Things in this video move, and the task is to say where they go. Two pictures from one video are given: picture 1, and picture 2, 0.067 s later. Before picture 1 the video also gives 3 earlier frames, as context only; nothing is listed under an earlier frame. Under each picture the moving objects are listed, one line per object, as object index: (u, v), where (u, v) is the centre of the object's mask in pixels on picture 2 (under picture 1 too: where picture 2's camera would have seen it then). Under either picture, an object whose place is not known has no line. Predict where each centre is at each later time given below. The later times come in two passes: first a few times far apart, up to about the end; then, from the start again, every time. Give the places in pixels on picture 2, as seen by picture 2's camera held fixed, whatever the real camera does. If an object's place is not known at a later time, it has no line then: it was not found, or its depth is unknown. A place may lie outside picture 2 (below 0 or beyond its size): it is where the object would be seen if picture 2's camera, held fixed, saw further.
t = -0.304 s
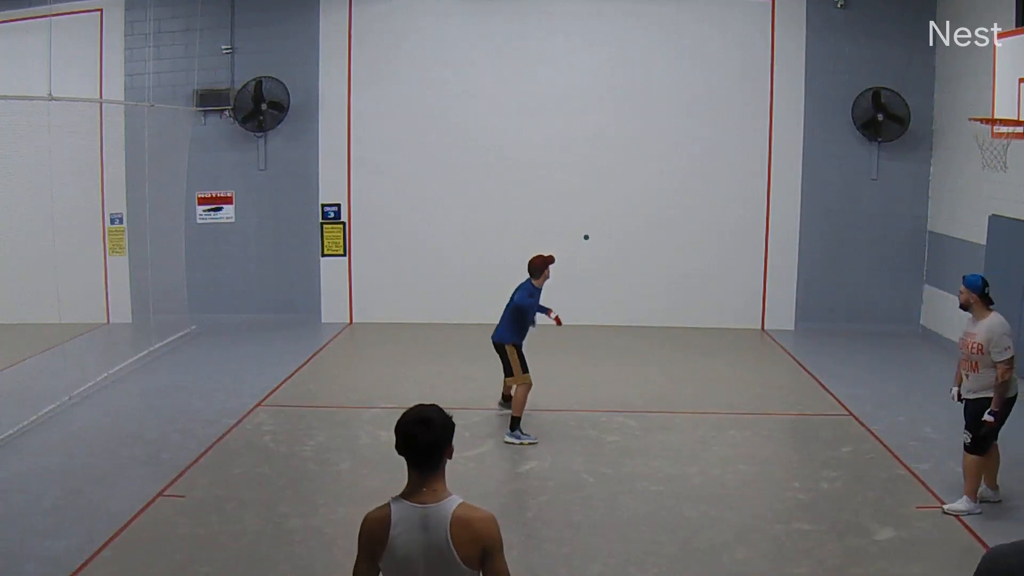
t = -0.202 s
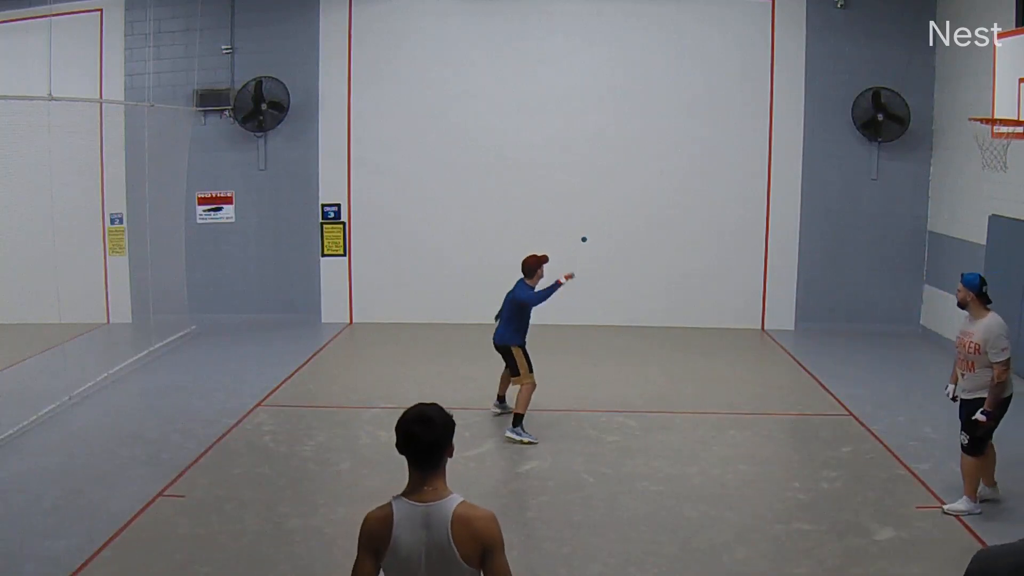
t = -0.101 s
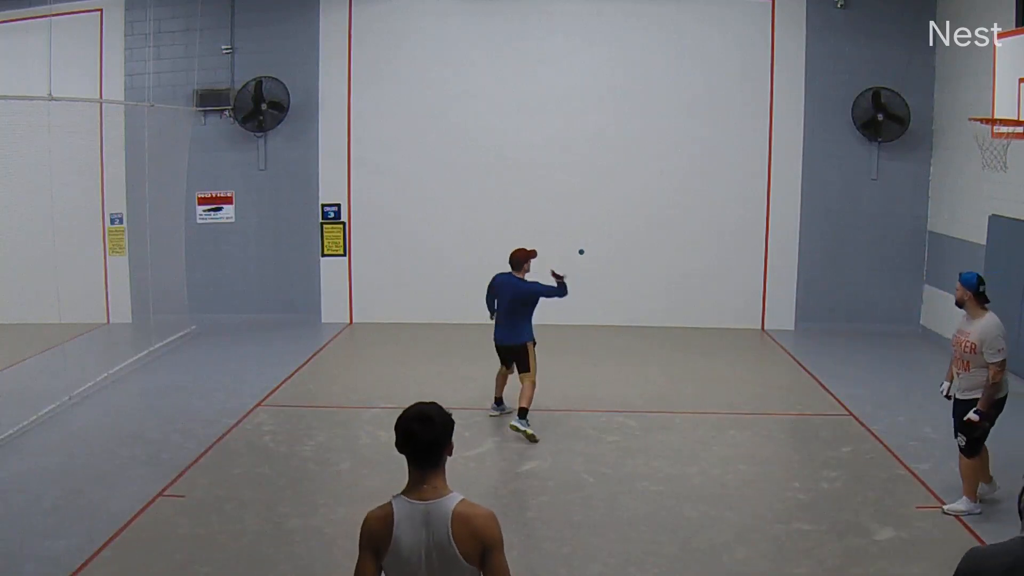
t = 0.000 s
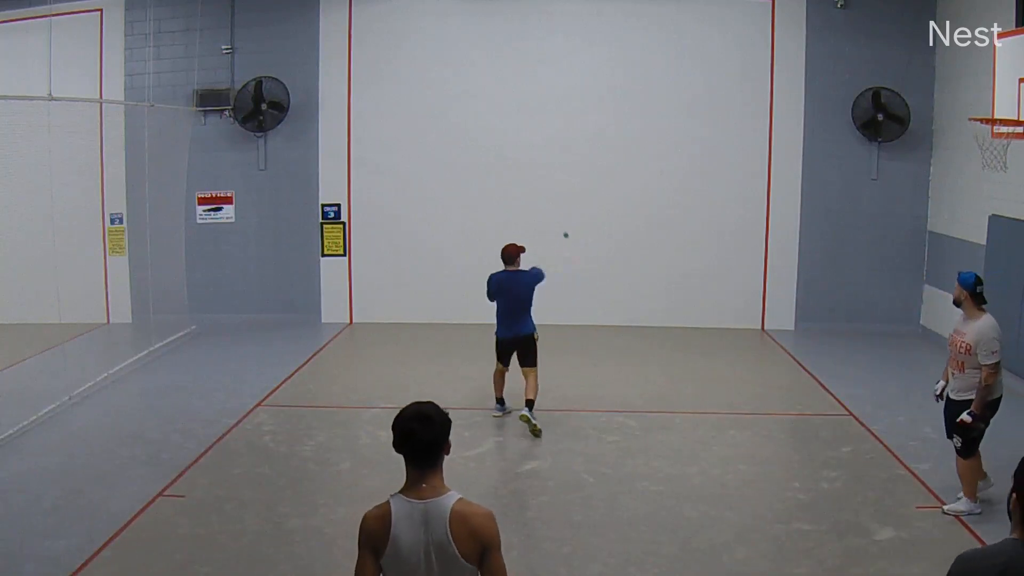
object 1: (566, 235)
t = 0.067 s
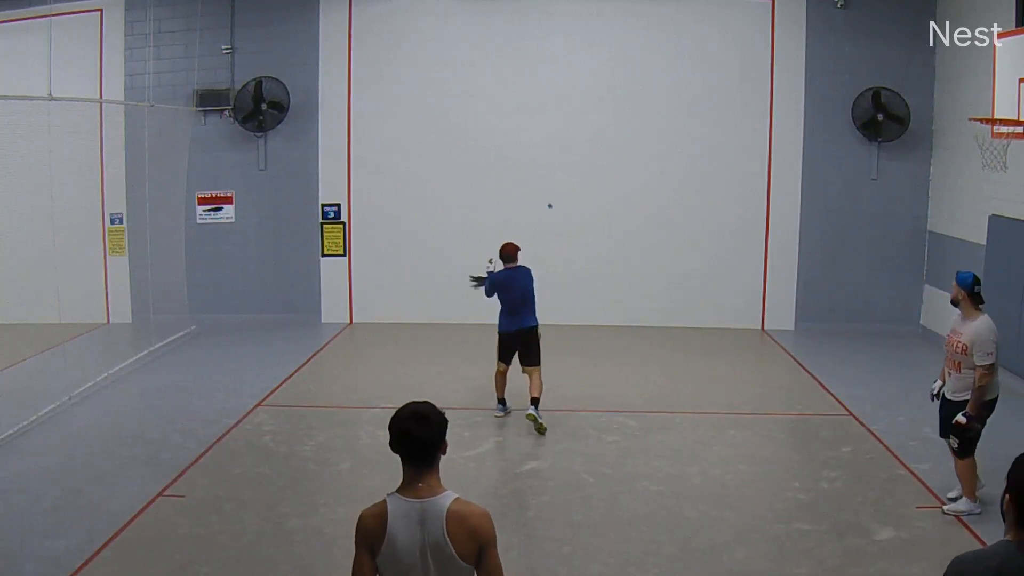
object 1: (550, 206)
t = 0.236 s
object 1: (522, 172)
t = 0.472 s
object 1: (470, 187)
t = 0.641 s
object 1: (415, 238)
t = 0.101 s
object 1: (543, 195)
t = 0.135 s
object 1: (537, 186)
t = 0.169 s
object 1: (533, 179)
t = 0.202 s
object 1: (528, 174)
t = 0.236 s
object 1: (522, 172)
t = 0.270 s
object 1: (516, 171)
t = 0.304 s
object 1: (510, 171)
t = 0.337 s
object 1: (502, 172)
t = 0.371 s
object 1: (495, 175)
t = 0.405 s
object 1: (487, 178)
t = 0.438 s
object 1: (479, 182)
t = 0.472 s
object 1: (470, 187)
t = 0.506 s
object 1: (461, 194)
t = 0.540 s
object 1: (450, 202)
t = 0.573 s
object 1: (439, 212)
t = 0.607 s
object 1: (428, 224)
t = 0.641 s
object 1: (415, 238)
